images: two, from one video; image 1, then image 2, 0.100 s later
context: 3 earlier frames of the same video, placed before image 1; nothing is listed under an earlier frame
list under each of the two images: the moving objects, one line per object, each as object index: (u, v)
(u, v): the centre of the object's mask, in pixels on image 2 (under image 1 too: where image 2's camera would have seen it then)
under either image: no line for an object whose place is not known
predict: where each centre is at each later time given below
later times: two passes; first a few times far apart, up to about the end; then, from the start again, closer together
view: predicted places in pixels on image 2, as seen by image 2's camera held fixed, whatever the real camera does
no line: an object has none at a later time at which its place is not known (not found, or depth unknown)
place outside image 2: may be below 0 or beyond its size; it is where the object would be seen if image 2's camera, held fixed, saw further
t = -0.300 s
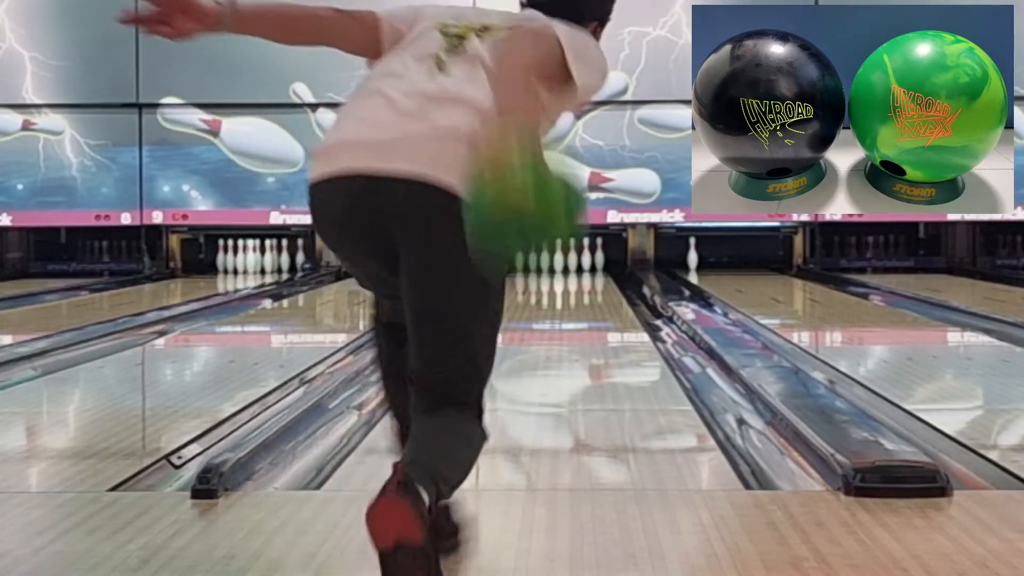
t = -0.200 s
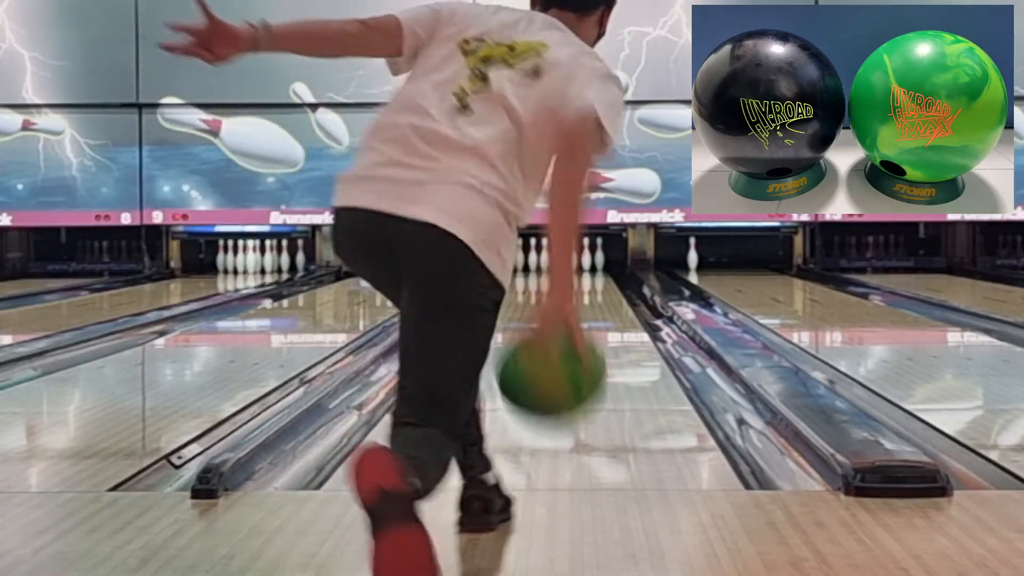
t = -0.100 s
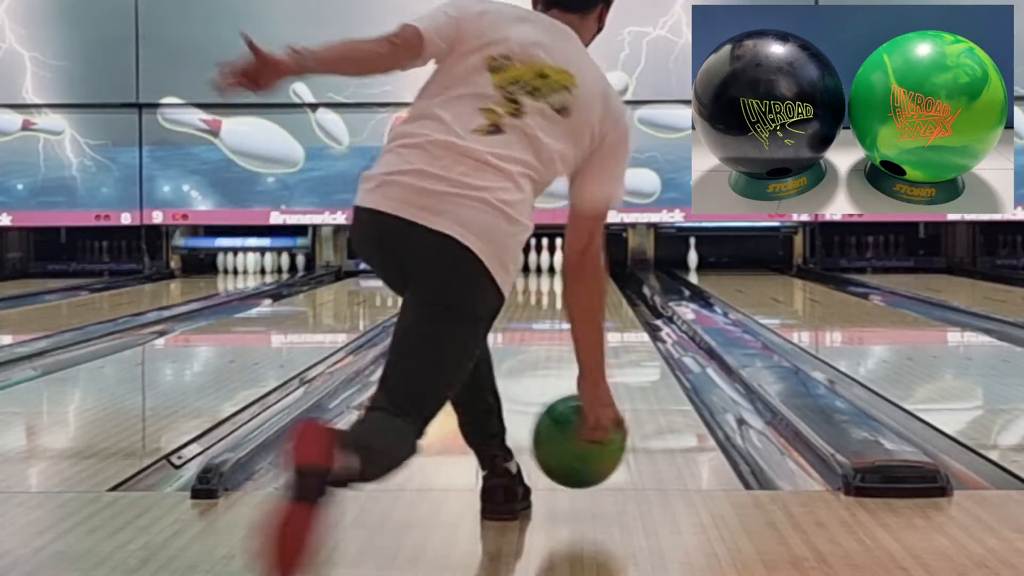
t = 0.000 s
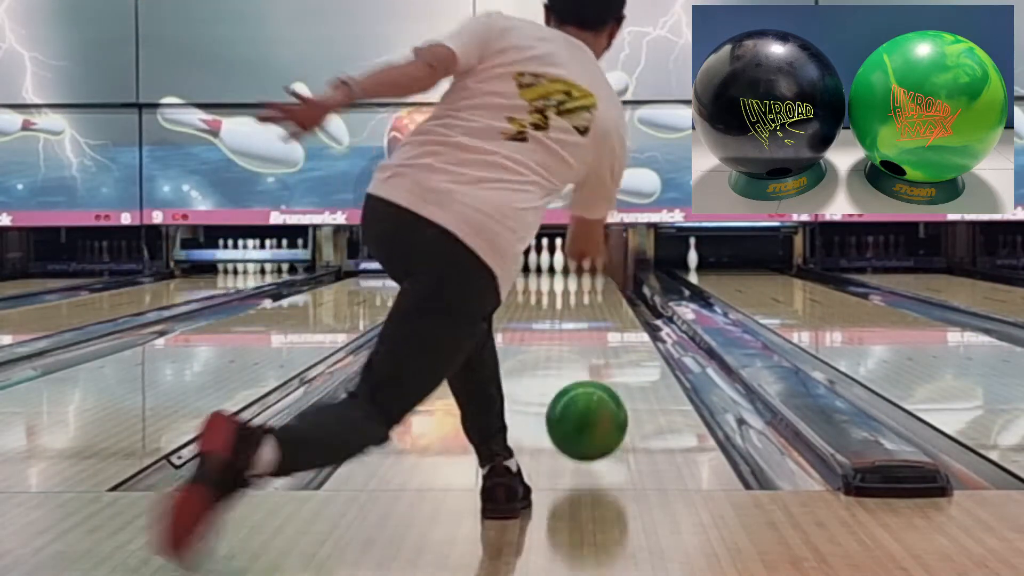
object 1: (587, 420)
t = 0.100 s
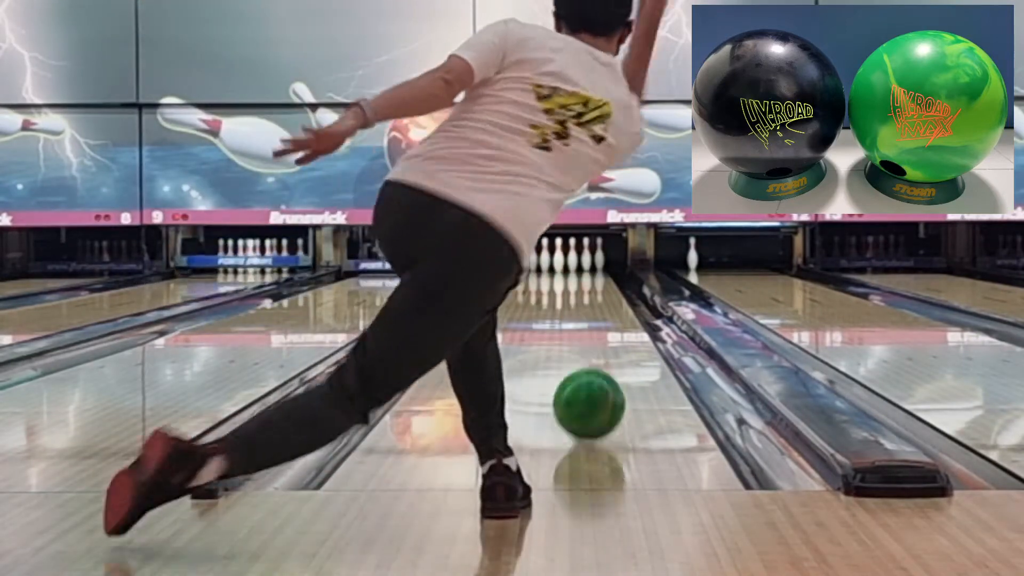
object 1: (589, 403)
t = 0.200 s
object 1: (590, 385)
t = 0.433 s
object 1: (592, 350)
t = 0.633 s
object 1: (592, 329)
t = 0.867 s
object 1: (593, 312)
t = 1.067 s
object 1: (587, 299)
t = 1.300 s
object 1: (592, 290)
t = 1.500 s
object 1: (590, 282)
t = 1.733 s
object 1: (588, 276)
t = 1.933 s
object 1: (585, 272)
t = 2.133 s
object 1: (580, 267)
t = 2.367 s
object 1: (575, 268)
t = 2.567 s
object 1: (577, 261)
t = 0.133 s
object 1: (589, 399)
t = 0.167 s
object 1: (590, 392)
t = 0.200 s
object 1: (590, 385)
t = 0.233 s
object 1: (590, 379)
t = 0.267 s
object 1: (591, 374)
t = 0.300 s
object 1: (591, 368)
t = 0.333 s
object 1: (592, 363)
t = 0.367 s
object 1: (592, 358)
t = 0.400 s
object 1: (592, 354)
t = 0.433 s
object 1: (592, 350)
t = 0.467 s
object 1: (592, 346)
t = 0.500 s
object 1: (592, 342)
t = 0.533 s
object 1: (592, 339)
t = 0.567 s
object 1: (592, 335)
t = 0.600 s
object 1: (593, 332)
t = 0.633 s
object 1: (592, 329)
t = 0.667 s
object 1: (593, 326)
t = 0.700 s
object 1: (593, 324)
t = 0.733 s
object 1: (593, 321)
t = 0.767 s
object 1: (593, 319)
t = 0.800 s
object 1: (592, 316)
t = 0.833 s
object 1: (592, 314)
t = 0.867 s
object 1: (593, 312)
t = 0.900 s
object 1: (593, 310)
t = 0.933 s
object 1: (592, 308)
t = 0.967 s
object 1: (593, 306)
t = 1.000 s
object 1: (593, 305)
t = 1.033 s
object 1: (592, 303)
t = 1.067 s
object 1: (587, 299)
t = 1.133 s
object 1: (598, 298)
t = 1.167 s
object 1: (591, 296)
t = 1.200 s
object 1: (591, 294)
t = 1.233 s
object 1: (591, 293)
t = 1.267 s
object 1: (591, 291)
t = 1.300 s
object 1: (592, 290)
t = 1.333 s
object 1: (591, 289)
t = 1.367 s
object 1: (591, 287)
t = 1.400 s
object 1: (590, 288)
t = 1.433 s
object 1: (589, 284)
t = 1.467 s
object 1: (590, 284)
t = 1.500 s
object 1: (590, 282)
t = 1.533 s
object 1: (590, 282)
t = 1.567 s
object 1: (589, 281)
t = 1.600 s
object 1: (590, 280)
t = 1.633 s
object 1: (589, 279)
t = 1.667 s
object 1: (589, 278)
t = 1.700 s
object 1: (588, 277)
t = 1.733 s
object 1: (588, 276)
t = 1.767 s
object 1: (588, 276)
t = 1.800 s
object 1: (587, 274)
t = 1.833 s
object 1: (587, 274)
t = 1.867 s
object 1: (586, 273)
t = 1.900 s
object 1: (585, 272)
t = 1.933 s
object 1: (585, 272)
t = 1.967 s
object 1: (585, 271)
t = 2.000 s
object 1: (584, 270)
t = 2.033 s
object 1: (583, 270)
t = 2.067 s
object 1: (582, 269)
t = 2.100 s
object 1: (581, 268)
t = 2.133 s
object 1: (580, 267)
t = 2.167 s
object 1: (584, 265)
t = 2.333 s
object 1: (574, 283)
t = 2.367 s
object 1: (575, 268)
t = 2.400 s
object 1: (573, 264)
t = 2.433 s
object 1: (572, 263)
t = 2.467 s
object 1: (572, 262)
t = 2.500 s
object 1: (573, 262)
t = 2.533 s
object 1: (574, 261)
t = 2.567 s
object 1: (577, 261)
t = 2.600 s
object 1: (577, 261)
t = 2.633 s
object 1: (576, 261)
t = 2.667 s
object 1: (576, 261)
